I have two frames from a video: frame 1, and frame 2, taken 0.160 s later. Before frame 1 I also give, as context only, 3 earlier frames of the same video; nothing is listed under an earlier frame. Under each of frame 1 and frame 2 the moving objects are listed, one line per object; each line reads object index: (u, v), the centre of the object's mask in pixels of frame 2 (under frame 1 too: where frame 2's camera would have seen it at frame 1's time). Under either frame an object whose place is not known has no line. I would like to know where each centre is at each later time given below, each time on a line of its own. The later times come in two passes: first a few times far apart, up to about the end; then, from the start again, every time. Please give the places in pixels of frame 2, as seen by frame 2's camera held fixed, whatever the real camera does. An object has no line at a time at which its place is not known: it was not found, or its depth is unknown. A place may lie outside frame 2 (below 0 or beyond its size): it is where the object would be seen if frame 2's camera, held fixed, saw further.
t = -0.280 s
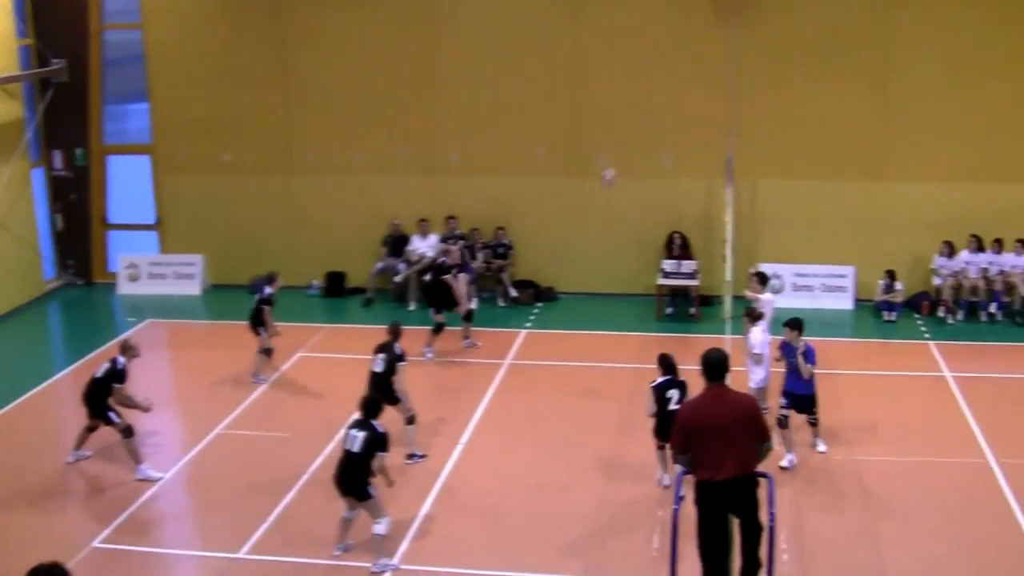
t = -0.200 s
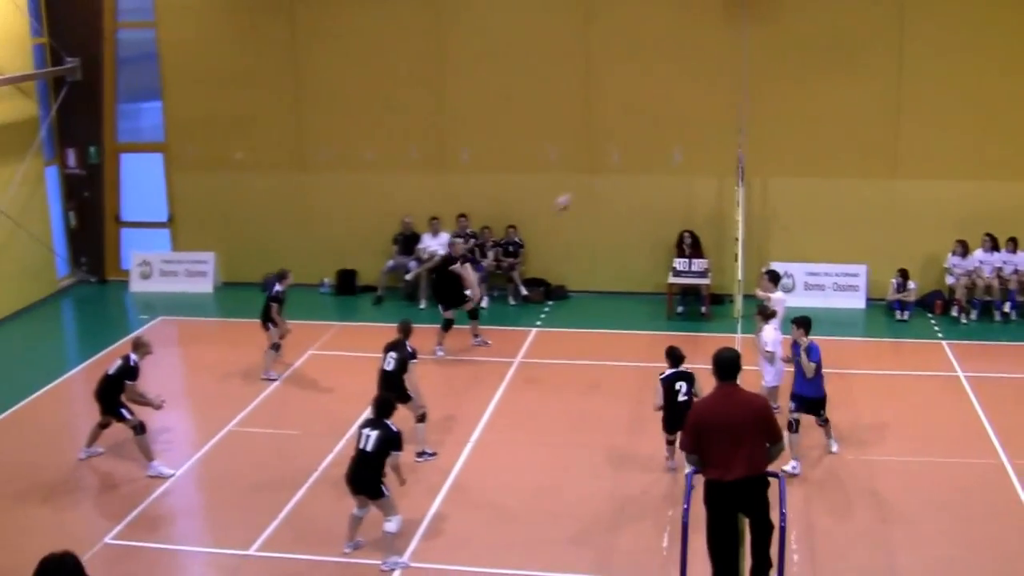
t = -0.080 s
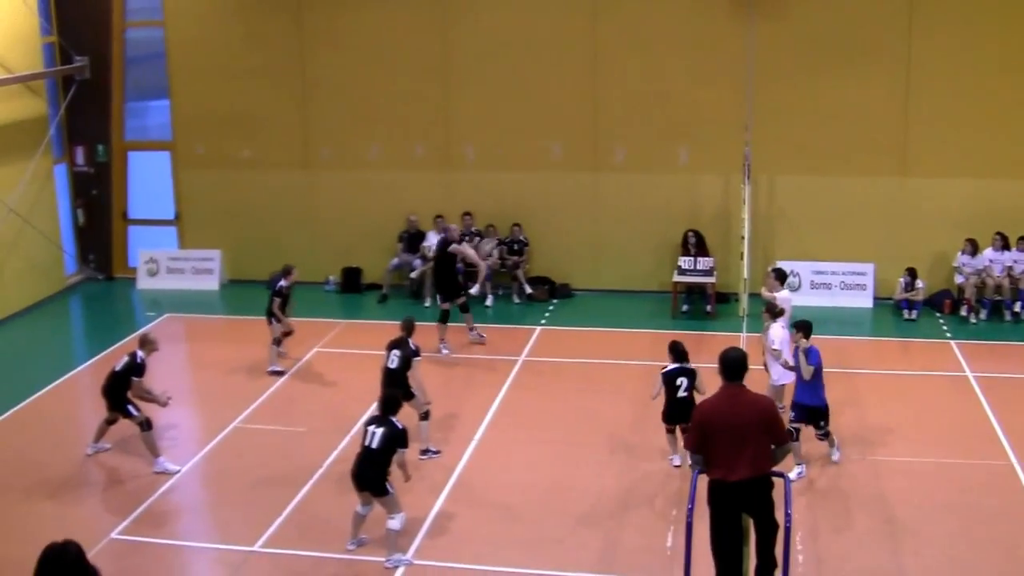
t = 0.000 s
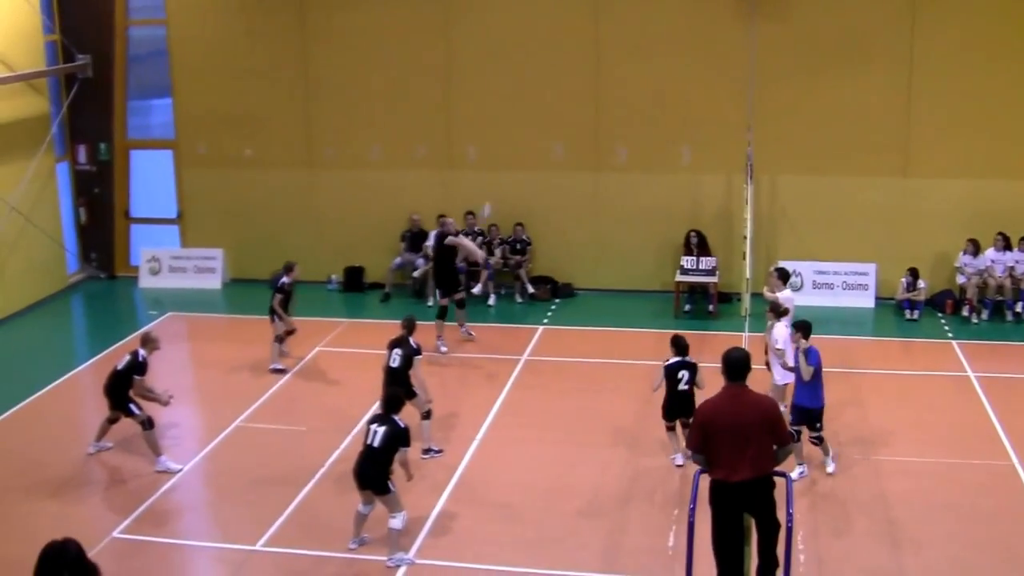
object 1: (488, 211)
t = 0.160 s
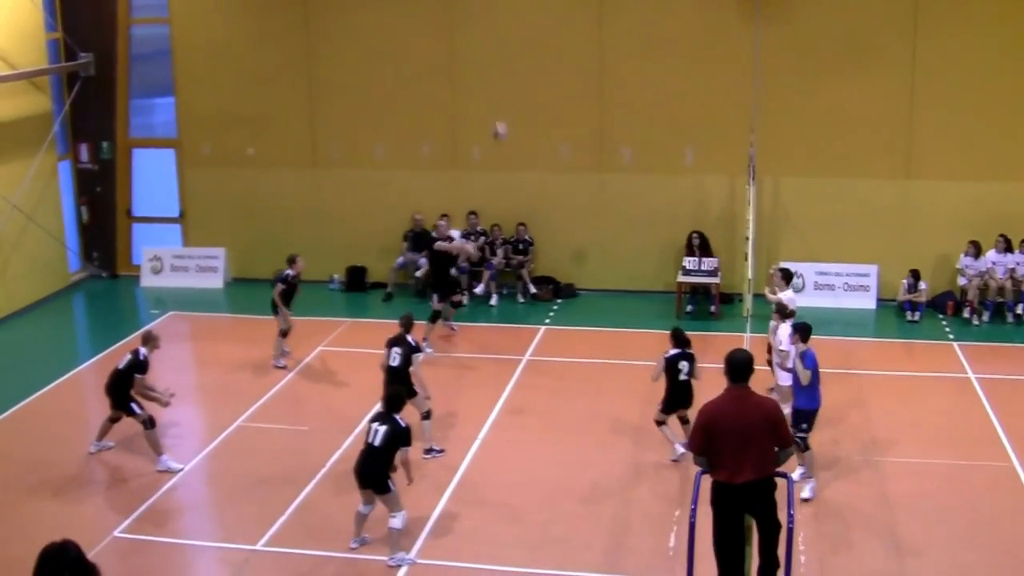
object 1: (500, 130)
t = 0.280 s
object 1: (509, 80)
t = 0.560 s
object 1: (530, 1)
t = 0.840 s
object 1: (555, -16)
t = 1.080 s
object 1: (579, 21)
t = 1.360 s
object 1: (607, 128)
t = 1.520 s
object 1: (623, 215)
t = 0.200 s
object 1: (501, 112)
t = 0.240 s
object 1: (505, 96)
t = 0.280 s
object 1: (509, 80)
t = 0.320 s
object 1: (512, 65)
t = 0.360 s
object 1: (514, 51)
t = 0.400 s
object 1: (517, 40)
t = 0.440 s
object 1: (521, 28)
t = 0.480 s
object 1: (524, 18)
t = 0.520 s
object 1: (528, 9)
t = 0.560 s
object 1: (530, 1)
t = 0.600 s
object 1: (533, -5)
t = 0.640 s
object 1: (538, -8)
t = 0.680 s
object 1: (542, -11)
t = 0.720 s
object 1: (544, -13)
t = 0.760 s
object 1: (549, -14)
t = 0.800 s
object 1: (552, -16)
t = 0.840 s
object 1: (555, -16)
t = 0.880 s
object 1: (560, -14)
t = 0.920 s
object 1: (563, -10)
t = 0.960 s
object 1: (567, -3)
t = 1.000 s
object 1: (571, 3)
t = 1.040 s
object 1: (575, 12)
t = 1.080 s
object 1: (579, 21)
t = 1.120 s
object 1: (583, 33)
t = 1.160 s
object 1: (586, 44)
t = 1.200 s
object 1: (591, 58)
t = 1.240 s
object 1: (594, 73)
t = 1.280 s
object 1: (598, 90)
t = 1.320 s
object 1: (602, 108)
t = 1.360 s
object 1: (607, 128)
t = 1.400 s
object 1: (611, 147)
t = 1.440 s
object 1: (615, 168)
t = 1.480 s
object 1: (620, 191)
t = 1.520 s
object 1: (623, 215)
